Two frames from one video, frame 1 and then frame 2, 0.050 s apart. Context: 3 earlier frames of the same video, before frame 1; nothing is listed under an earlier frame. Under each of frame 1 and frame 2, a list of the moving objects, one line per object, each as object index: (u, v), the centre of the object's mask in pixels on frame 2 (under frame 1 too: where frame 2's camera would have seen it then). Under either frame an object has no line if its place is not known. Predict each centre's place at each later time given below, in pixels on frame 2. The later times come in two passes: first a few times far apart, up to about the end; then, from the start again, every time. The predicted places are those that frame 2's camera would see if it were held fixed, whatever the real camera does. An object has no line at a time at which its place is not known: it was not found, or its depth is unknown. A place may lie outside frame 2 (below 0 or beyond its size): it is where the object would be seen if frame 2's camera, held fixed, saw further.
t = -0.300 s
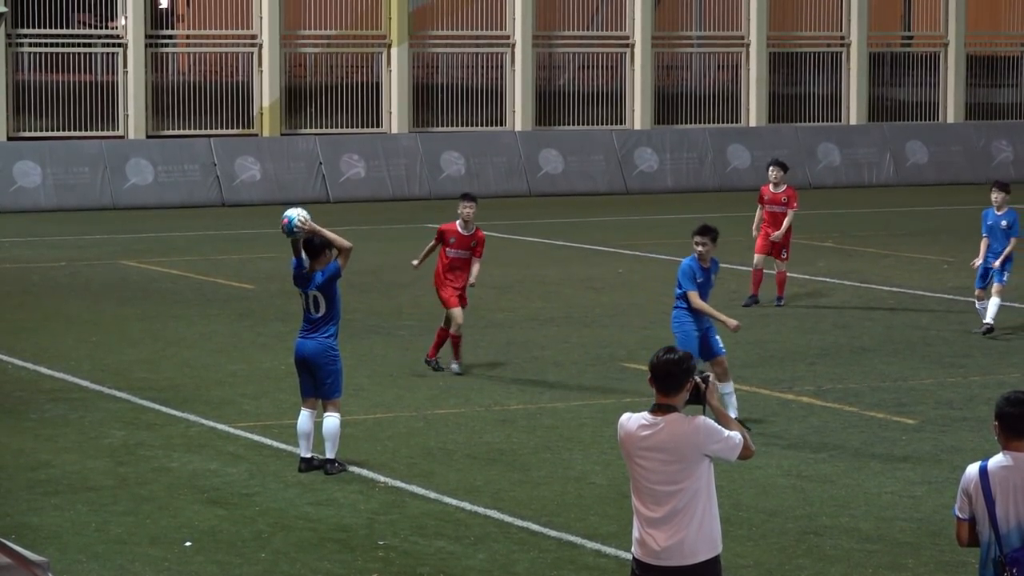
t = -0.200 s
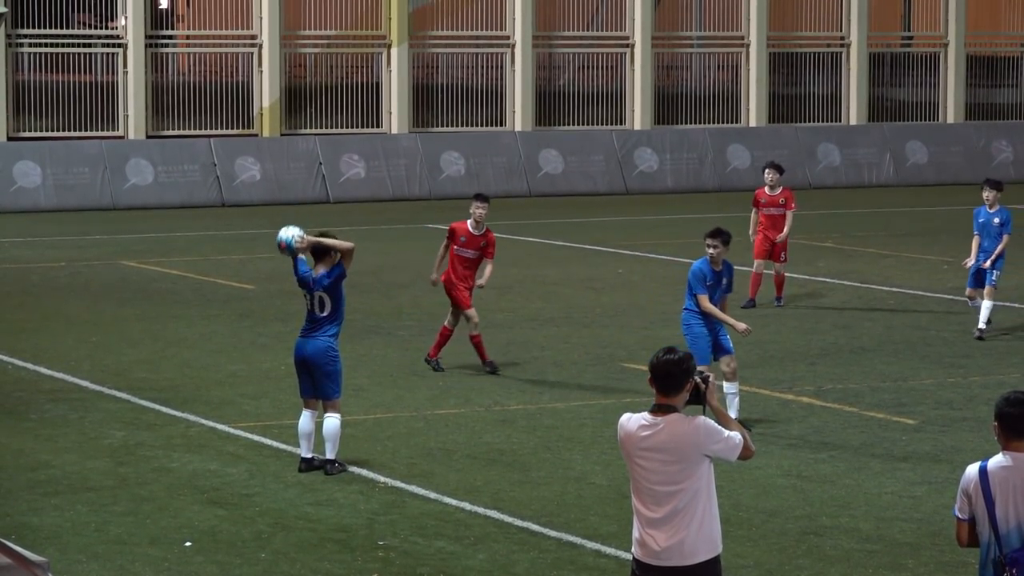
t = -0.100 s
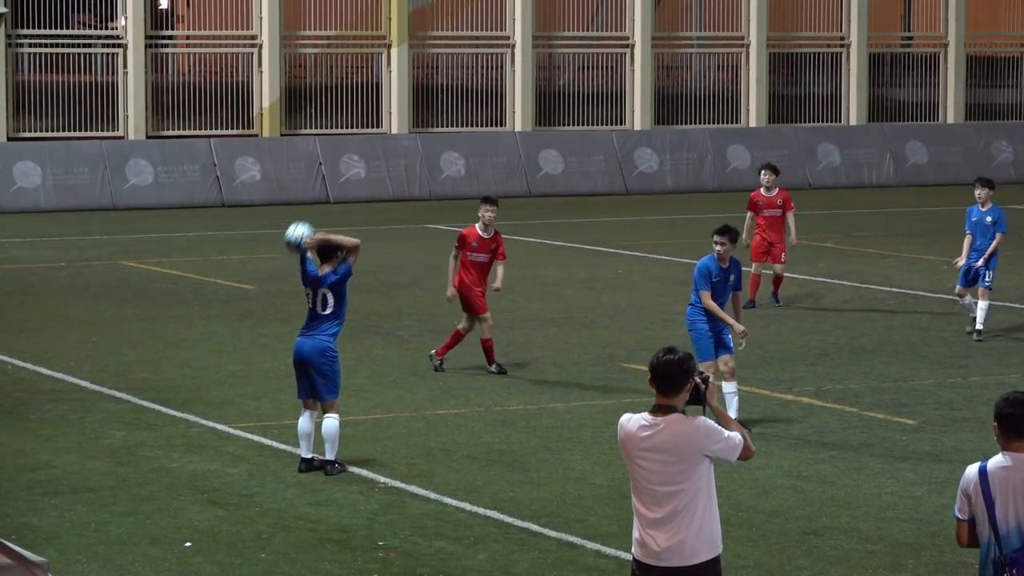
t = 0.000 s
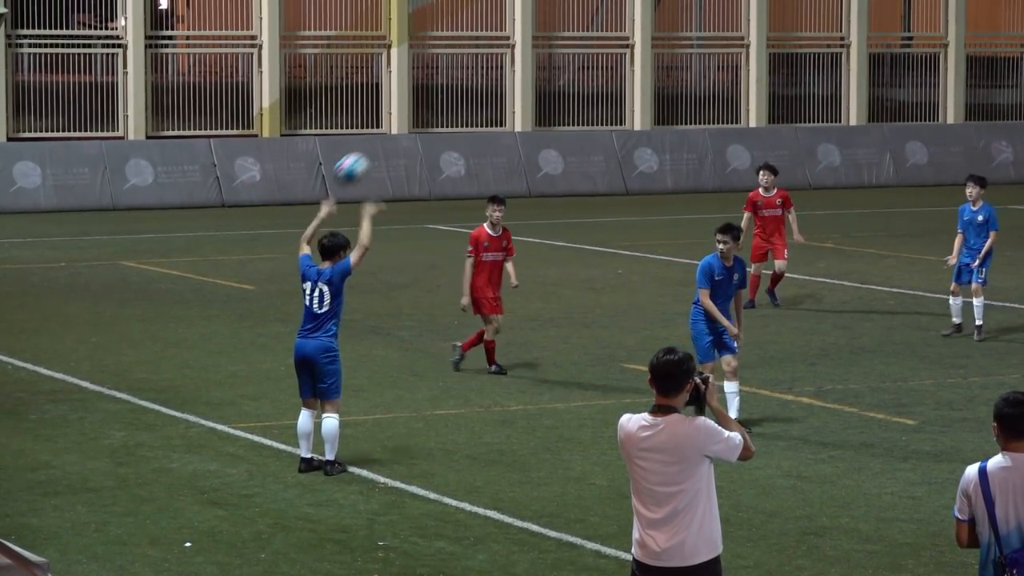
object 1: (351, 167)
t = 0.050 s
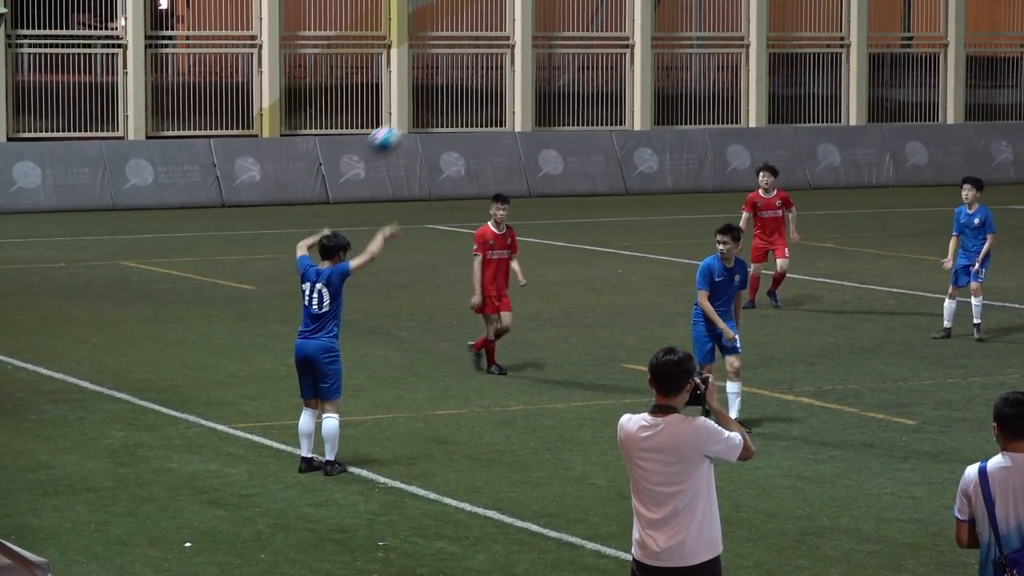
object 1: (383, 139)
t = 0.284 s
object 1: (528, 55)
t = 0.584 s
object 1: (679, 55)
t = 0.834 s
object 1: (790, 126)
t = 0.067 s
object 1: (396, 129)
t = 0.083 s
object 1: (408, 121)
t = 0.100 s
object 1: (418, 113)
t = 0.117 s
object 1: (429, 106)
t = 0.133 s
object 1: (438, 99)
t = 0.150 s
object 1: (449, 92)
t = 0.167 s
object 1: (459, 86)
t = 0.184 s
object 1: (469, 81)
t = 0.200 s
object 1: (479, 75)
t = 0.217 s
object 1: (488, 70)
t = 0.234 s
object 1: (498, 66)
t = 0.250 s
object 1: (508, 63)
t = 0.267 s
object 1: (519, 59)
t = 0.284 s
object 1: (528, 55)
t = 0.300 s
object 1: (537, 51)
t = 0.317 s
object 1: (546, 48)
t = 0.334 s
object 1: (554, 46)
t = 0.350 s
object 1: (563, 45)
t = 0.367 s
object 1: (572, 45)
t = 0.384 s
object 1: (582, 43)
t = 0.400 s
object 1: (590, 43)
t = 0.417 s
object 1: (598, 42)
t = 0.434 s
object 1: (607, 42)
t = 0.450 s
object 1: (615, 43)
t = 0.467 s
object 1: (623, 43)
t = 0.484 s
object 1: (632, 45)
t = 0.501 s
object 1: (640, 46)
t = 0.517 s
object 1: (648, 47)
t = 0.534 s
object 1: (656, 49)
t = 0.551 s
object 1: (664, 50)
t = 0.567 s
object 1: (671, 53)
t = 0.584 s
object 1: (679, 55)
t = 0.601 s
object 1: (687, 58)
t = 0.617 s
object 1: (696, 61)
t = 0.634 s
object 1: (703, 65)
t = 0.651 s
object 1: (711, 68)
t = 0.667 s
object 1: (718, 73)
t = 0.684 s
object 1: (725, 76)
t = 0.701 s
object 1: (733, 81)
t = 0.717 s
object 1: (739, 86)
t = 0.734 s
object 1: (748, 92)
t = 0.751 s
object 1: (756, 97)
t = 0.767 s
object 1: (762, 102)
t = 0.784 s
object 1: (769, 107)
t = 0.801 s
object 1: (777, 113)
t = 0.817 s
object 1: (783, 120)
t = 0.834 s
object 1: (790, 126)
